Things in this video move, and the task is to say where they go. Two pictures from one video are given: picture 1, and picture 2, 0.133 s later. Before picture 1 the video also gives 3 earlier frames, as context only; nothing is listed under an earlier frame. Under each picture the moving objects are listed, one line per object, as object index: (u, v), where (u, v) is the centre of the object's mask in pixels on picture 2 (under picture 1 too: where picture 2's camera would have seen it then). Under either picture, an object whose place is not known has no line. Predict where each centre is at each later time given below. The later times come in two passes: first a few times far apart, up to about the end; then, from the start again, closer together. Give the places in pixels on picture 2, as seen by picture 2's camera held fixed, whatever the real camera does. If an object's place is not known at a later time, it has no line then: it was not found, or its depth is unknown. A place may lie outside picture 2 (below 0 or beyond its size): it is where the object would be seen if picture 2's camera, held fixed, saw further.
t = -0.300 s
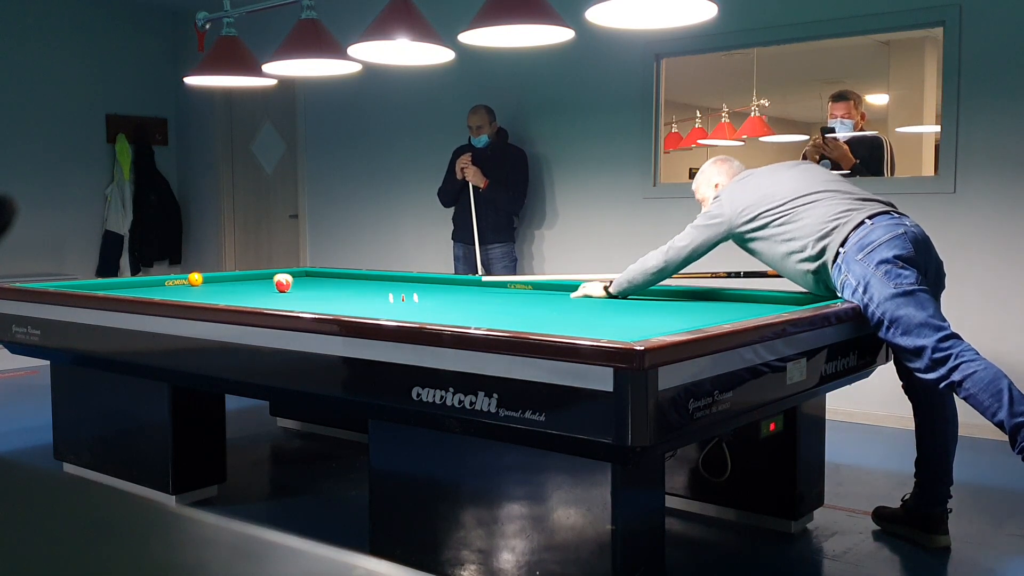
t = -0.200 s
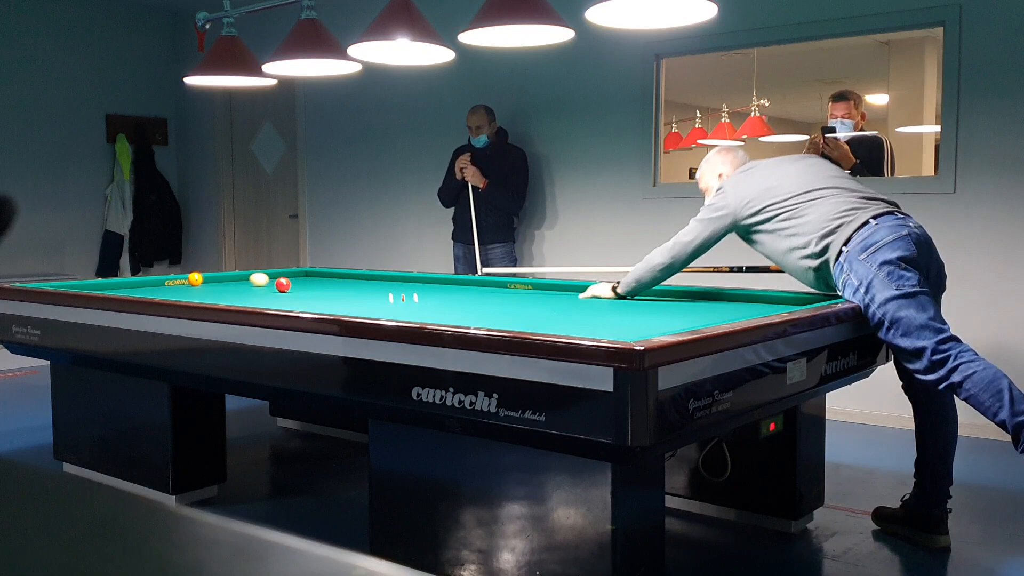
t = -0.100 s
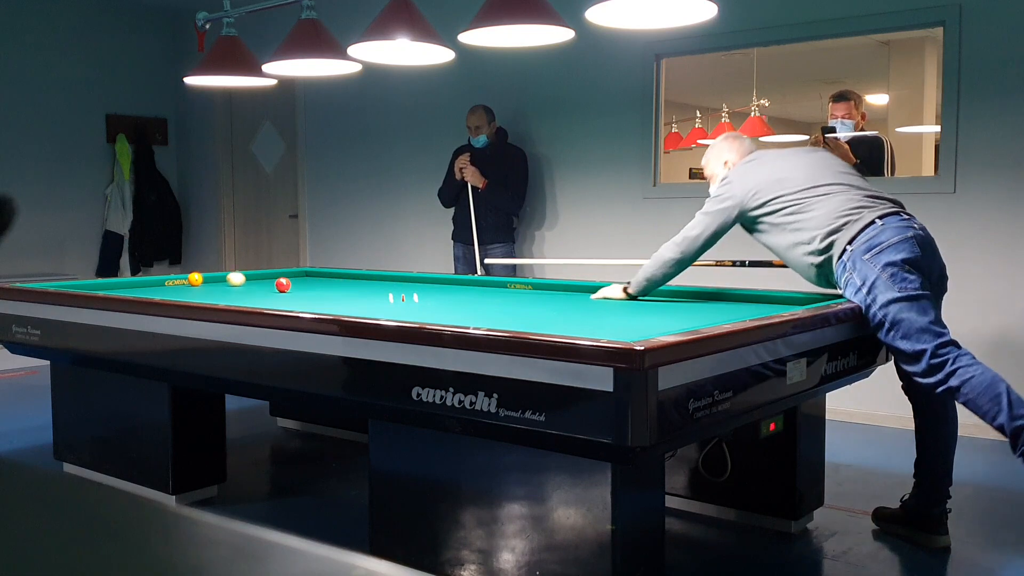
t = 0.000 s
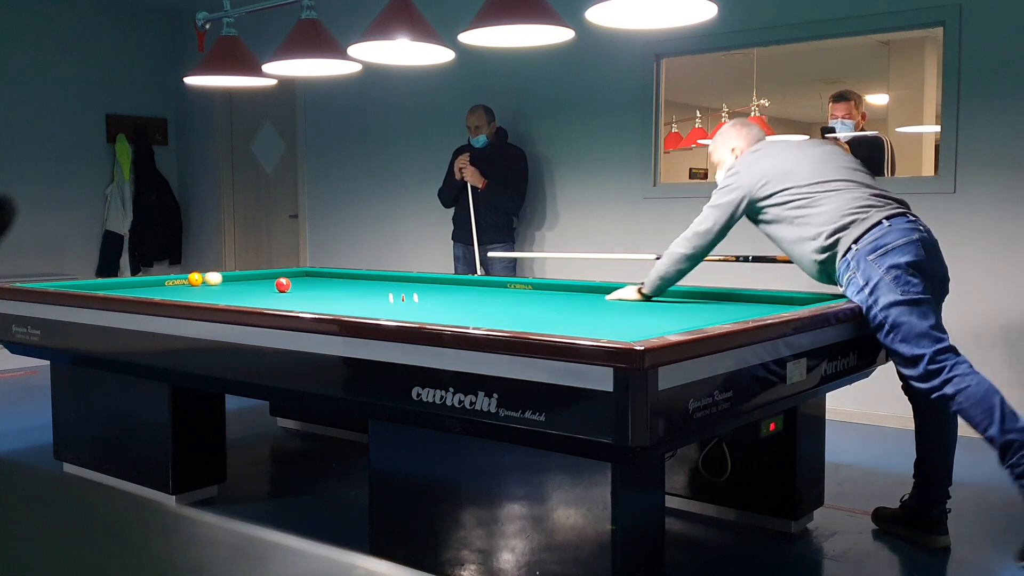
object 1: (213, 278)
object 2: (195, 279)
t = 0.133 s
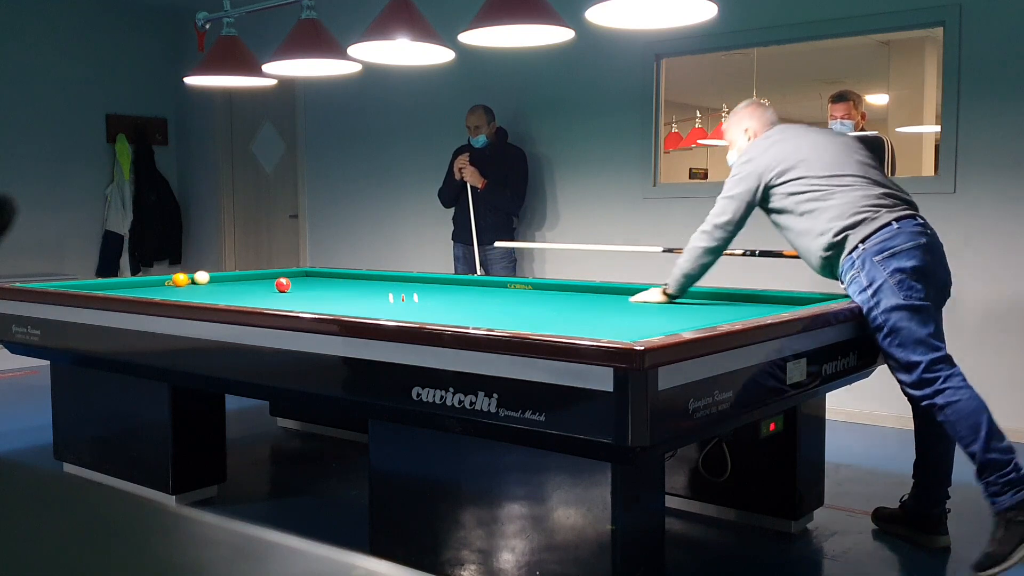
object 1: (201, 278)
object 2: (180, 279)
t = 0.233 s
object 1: (215, 278)
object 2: (170, 280)
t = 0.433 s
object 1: (239, 278)
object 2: (149, 280)
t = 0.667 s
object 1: (266, 279)
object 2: (133, 282)
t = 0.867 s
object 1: (291, 278)
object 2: (121, 283)
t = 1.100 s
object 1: (317, 279)
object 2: (107, 284)
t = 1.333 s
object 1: (345, 280)
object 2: (92, 285)
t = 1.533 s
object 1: (367, 280)
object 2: (80, 285)
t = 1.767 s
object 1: (394, 281)
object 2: (65, 286)
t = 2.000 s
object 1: (420, 281)
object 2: (54, 286)
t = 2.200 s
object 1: (442, 281)
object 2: (64, 286)
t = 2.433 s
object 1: (468, 282)
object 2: (74, 286)
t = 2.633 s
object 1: (490, 282)
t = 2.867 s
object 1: (515, 283)
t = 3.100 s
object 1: (527, 284)
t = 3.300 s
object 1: (538, 285)
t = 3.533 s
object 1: (551, 286)
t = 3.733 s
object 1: (561, 287)
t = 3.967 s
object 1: (574, 288)
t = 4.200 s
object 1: (587, 290)
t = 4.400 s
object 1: (598, 290)
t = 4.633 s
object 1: (611, 291)
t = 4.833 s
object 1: (623, 293)
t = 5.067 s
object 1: (635, 294)
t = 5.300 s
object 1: (648, 295)
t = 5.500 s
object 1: (659, 296)
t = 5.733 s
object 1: (671, 297)
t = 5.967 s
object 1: (684, 298)
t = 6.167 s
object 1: (694, 299)
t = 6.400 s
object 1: (706, 301)
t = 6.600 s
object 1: (716, 302)
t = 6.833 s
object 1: (729, 303)
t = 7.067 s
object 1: (740, 304)
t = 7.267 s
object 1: (750, 305)
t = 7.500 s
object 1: (761, 305)
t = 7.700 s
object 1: (770, 305)
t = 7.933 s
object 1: (780, 305)
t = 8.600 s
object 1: (782, 305)
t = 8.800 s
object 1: (778, 305)
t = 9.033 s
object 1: (773, 305)
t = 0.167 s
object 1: (206, 277)
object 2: (177, 279)
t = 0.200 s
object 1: (211, 277)
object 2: (173, 280)
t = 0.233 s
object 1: (215, 278)
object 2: (170, 280)
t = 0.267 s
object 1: (219, 278)
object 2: (166, 280)
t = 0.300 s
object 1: (223, 278)
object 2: (162, 280)
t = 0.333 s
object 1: (227, 278)
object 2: (159, 280)
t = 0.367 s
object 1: (231, 278)
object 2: (155, 281)
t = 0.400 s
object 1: (235, 278)
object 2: (152, 281)
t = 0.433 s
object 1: (239, 278)
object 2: (149, 280)
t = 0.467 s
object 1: (243, 278)
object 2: (145, 281)
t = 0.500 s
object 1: (247, 278)
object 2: (144, 281)
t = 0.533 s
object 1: (251, 278)
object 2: (141, 281)
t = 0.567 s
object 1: (255, 278)
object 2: (139, 281)
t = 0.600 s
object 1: (259, 279)
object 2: (137, 281)
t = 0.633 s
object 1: (263, 278)
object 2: (135, 282)
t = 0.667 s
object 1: (266, 279)
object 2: (133, 282)
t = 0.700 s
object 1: (270, 278)
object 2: (132, 282)
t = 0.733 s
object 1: (273, 278)
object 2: (129, 282)
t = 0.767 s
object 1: (277, 277)
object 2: (127, 282)
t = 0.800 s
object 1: (282, 276)
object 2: (125, 282)
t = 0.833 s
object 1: (287, 277)
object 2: (123, 283)
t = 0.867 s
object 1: (291, 278)
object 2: (121, 283)
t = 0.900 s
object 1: (294, 279)
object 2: (119, 283)
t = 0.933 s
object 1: (298, 279)
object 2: (117, 283)
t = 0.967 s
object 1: (302, 279)
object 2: (115, 284)
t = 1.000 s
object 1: (306, 279)
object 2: (113, 284)
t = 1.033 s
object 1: (310, 279)
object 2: (111, 284)
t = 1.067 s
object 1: (314, 279)
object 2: (109, 284)
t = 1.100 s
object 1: (317, 279)
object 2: (107, 284)
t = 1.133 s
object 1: (321, 280)
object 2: (105, 284)
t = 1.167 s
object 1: (325, 280)
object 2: (102, 284)
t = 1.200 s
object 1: (329, 280)
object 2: (100, 284)
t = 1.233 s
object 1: (333, 280)
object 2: (98, 285)
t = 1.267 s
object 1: (337, 280)
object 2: (96, 284)
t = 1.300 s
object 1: (341, 280)
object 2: (94, 285)
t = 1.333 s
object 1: (345, 280)
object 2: (92, 285)
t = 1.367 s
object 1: (348, 280)
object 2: (90, 285)
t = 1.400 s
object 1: (352, 280)
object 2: (88, 285)
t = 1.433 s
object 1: (356, 280)
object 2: (86, 285)
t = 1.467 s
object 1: (360, 280)
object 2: (84, 285)
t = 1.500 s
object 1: (364, 280)
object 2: (81, 285)
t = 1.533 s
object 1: (367, 280)
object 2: (80, 285)
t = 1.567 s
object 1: (371, 280)
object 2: (77, 285)
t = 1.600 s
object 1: (375, 280)
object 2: (75, 285)
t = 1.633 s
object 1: (379, 280)
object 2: (73, 285)
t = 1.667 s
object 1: (383, 280)
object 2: (71, 285)
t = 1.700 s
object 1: (386, 280)
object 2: (69, 285)
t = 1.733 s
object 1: (390, 280)
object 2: (67, 285)
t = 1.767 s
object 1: (394, 281)
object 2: (65, 286)
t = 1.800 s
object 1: (398, 280)
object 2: (63, 286)
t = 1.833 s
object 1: (402, 281)
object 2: (61, 286)
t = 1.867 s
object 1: (405, 281)
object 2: (58, 286)
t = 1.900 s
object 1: (409, 281)
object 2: (56, 286)
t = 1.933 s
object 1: (413, 281)
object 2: (54, 286)
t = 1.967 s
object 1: (417, 281)
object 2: (53, 286)
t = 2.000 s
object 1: (420, 281)
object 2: (54, 286)
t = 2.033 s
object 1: (424, 281)
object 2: (56, 286)
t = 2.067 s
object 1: (428, 281)
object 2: (58, 286)
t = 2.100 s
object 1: (431, 281)
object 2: (59, 286)
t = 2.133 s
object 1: (435, 281)
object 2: (61, 286)
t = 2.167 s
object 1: (438, 281)
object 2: (62, 286)
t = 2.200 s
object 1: (442, 281)
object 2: (64, 286)
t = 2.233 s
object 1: (446, 281)
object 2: (65, 286)
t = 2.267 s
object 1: (450, 281)
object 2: (67, 286)
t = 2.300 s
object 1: (453, 281)
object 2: (68, 286)
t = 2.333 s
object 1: (457, 282)
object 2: (69, 286)
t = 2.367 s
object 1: (461, 282)
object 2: (71, 286)
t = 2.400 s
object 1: (464, 281)
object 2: (72, 286)
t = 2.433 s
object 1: (468, 282)
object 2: (74, 286)
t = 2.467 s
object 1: (472, 282)
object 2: (75, 286)
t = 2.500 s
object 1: (475, 282)
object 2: (77, 286)
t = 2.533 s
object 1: (479, 282)
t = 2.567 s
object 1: (483, 282)
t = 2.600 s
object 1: (486, 282)
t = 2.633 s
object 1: (490, 282)
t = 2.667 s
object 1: (494, 282)
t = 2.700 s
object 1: (497, 282)
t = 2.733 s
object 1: (501, 282)
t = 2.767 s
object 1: (504, 282)
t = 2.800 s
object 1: (508, 282)
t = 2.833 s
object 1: (512, 283)
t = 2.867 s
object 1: (515, 283)
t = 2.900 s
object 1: (516, 283)
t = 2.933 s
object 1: (518, 283)
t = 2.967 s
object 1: (520, 283)
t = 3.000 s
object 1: (522, 283)
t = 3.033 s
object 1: (523, 284)
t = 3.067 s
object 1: (525, 284)
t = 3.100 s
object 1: (527, 284)
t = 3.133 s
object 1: (529, 284)
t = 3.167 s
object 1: (531, 284)
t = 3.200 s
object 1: (532, 284)
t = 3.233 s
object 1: (534, 284)
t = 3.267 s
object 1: (536, 285)
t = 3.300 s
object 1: (538, 285)
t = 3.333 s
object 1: (540, 285)
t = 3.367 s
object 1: (542, 285)
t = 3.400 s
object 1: (543, 285)
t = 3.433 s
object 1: (545, 285)
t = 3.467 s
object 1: (547, 286)
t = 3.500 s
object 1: (549, 286)
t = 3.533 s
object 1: (551, 286)
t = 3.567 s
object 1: (552, 286)
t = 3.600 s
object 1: (554, 286)
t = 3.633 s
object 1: (556, 286)
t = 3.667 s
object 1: (558, 287)
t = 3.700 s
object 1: (560, 287)
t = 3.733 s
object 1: (561, 287)
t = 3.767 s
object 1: (563, 287)
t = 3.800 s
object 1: (565, 287)
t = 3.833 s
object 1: (567, 288)
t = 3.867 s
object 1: (569, 288)
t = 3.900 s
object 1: (571, 288)
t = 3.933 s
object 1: (572, 288)
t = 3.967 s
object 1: (574, 288)
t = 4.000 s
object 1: (576, 288)
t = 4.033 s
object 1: (578, 289)
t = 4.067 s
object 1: (580, 289)
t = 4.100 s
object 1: (582, 289)
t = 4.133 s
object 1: (584, 289)
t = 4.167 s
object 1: (585, 289)
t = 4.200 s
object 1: (587, 290)
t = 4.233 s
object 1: (589, 290)
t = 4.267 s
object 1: (591, 290)
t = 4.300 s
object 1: (593, 290)
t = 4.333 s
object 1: (595, 290)
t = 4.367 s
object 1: (597, 290)
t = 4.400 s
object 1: (598, 290)
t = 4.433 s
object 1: (600, 290)
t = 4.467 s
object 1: (602, 290)
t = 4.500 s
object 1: (604, 291)
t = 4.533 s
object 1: (606, 291)
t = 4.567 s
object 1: (608, 291)
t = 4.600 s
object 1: (610, 291)
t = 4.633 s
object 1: (611, 291)
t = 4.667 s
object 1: (613, 292)
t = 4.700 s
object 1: (615, 292)
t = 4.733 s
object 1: (617, 292)
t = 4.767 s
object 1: (619, 292)
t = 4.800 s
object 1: (621, 292)
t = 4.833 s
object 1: (623, 293)
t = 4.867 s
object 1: (624, 293)
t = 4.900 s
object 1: (626, 293)
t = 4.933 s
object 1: (628, 293)
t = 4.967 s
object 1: (630, 293)
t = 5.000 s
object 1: (632, 294)
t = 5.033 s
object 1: (634, 294)
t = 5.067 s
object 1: (635, 294)
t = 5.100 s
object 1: (637, 294)
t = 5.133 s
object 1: (639, 294)
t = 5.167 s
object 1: (641, 294)
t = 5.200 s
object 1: (643, 294)
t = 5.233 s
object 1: (645, 295)
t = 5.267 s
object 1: (646, 295)
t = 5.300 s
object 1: (648, 295)
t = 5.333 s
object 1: (650, 295)
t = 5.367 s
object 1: (652, 295)
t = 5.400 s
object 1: (653, 296)
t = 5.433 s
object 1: (655, 296)
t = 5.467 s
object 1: (657, 296)
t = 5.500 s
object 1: (659, 296)
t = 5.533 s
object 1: (661, 296)
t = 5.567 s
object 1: (662, 296)
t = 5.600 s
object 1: (664, 297)
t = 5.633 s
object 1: (666, 297)
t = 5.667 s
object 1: (668, 297)
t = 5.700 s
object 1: (669, 297)
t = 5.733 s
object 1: (671, 297)
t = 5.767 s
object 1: (673, 297)
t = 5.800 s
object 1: (675, 298)
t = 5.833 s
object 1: (677, 298)
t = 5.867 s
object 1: (678, 298)
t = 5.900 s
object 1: (680, 298)
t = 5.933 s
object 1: (682, 298)
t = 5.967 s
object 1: (684, 298)
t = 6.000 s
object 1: (686, 299)
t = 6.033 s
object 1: (687, 299)
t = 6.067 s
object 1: (689, 299)
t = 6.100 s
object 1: (691, 299)
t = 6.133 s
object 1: (693, 299)
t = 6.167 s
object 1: (694, 299)
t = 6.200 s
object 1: (696, 300)
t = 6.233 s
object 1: (698, 300)
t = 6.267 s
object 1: (699, 300)
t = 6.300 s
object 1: (701, 300)
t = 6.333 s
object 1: (703, 300)
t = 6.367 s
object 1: (705, 301)
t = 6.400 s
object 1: (706, 301)
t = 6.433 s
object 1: (708, 301)
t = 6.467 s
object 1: (710, 301)
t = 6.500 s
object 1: (711, 301)
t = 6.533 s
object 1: (713, 301)
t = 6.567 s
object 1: (715, 302)
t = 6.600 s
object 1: (716, 302)
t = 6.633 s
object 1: (719, 302)
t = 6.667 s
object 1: (720, 302)
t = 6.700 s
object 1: (722, 302)
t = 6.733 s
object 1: (724, 302)
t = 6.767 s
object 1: (725, 302)
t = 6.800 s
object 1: (727, 303)
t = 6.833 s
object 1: (729, 303)
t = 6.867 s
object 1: (730, 303)
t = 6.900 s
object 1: (732, 303)
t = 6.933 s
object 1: (734, 303)
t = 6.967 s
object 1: (735, 303)
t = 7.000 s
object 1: (737, 304)
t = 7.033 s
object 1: (739, 304)
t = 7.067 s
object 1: (740, 304)
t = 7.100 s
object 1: (742, 304)
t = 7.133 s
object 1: (743, 304)
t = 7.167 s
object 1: (745, 304)
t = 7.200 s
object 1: (746, 305)
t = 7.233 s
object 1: (748, 305)
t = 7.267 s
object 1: (750, 305)
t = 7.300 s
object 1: (751, 305)
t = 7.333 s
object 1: (753, 305)
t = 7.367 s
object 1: (754, 305)
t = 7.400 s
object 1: (756, 305)
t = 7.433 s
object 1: (757, 305)
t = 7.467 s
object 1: (759, 305)
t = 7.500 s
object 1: (761, 305)
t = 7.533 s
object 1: (762, 305)
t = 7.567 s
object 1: (764, 305)
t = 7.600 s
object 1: (765, 305)
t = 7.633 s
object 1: (767, 305)
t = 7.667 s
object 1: (768, 305)
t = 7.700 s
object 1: (770, 305)
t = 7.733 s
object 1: (771, 305)
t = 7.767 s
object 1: (773, 305)
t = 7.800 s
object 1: (774, 305)
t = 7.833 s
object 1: (776, 305)
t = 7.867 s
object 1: (777, 305)
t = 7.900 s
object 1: (778, 305)
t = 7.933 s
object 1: (780, 305)
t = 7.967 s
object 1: (781, 305)
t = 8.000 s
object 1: (783, 305)
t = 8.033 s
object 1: (782, 305)
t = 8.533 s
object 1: (785, 304)
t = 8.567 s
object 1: (783, 305)
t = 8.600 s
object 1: (782, 305)
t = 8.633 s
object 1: (782, 305)
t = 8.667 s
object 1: (781, 305)
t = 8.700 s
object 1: (780, 305)
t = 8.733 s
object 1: (779, 305)
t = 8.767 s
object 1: (779, 305)
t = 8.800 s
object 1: (778, 305)
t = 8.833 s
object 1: (777, 305)
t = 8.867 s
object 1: (777, 305)
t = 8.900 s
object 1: (776, 305)
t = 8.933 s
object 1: (775, 305)
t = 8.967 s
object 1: (775, 305)
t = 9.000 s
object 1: (774, 305)
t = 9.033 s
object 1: (773, 305)
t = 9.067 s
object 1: (773, 306)
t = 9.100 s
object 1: (772, 305)
